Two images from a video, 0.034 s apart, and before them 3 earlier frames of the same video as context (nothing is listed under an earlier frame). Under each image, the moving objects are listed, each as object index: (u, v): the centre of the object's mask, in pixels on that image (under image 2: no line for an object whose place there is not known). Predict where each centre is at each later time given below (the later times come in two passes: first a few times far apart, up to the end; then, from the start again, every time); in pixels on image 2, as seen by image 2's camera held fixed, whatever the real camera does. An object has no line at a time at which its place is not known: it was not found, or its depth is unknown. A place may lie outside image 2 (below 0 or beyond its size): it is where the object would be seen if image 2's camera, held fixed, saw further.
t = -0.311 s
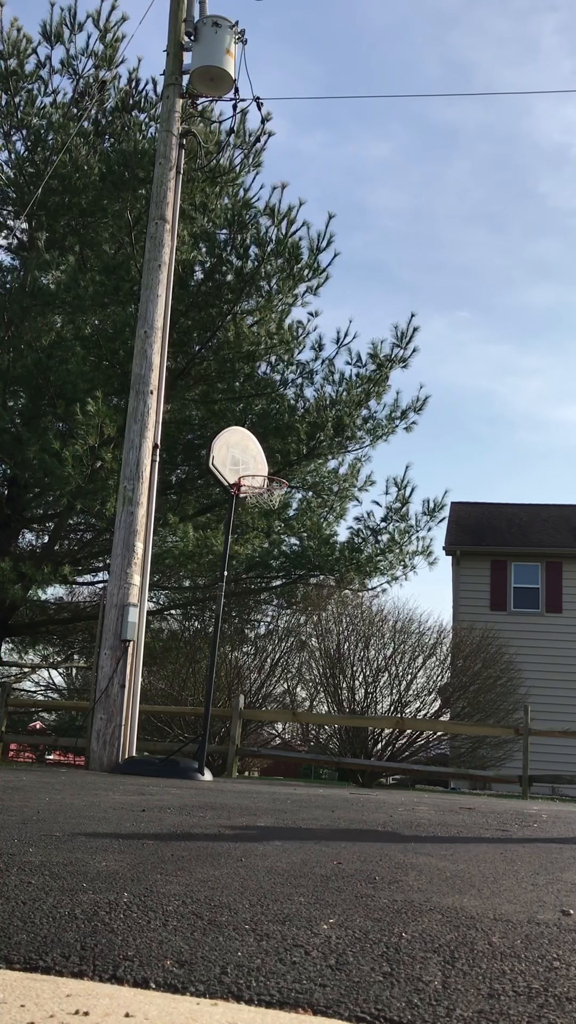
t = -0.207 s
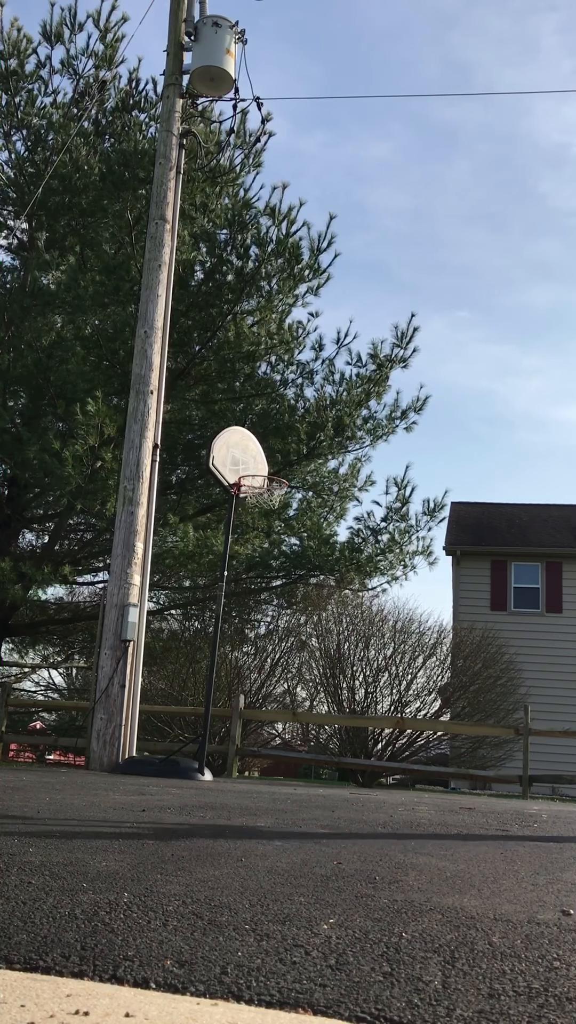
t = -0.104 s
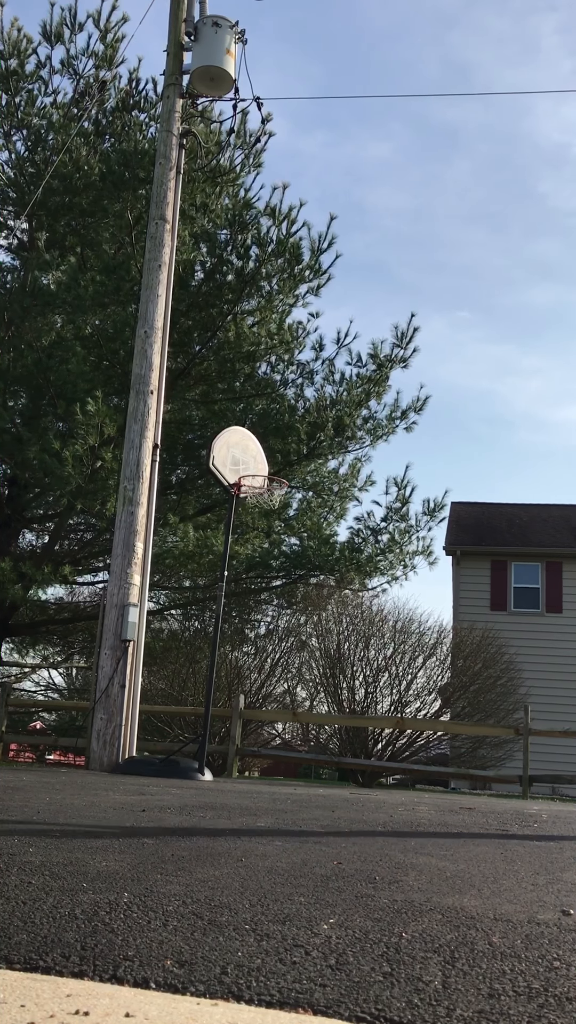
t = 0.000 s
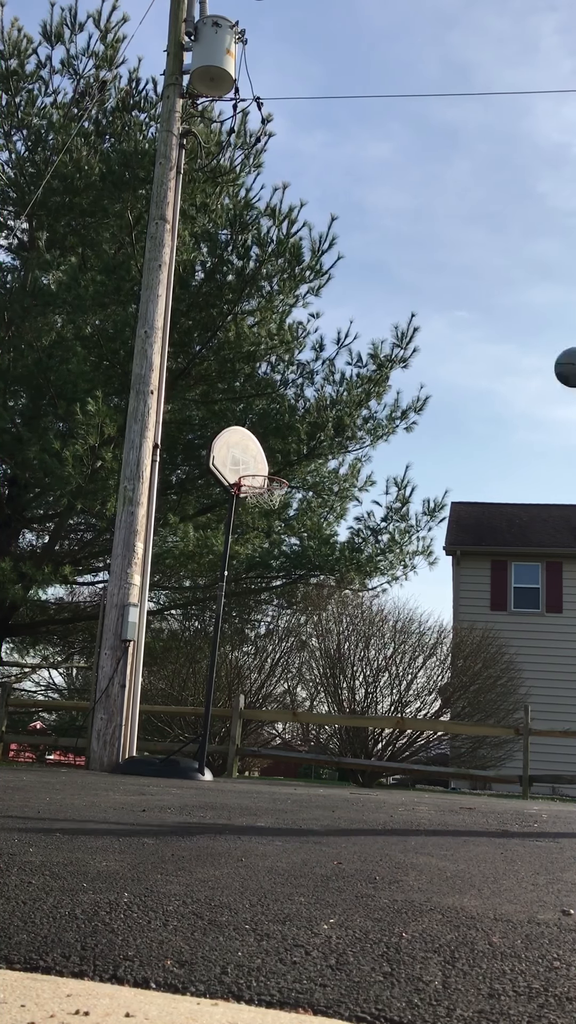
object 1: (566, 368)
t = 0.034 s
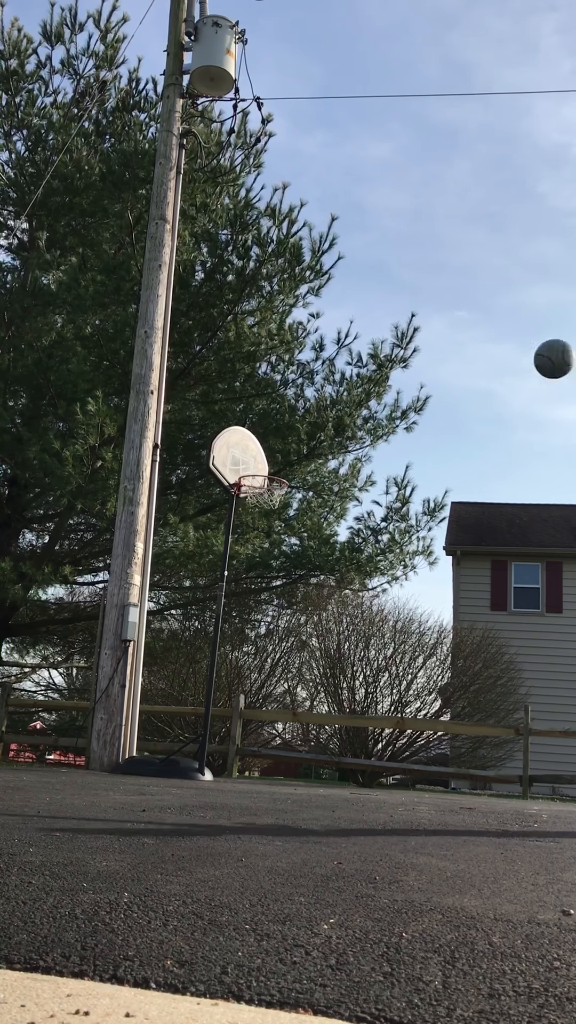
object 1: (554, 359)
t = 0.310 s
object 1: (416, 354)
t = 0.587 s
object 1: (311, 431)
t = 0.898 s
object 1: (268, 568)
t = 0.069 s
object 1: (534, 352)
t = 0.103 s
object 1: (515, 348)
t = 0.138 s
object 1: (497, 345)
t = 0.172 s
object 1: (479, 344)
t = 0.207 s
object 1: (462, 344)
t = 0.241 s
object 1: (446, 346)
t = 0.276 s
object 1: (431, 349)
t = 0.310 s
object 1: (416, 354)
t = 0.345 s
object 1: (401, 359)
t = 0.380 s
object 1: (388, 367)
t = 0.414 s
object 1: (374, 374)
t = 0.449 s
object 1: (361, 384)
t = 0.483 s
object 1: (348, 394)
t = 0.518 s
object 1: (335, 406)
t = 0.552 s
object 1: (323, 418)
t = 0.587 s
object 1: (311, 431)
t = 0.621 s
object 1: (298, 446)
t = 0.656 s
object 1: (287, 460)
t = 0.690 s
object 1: (277, 470)
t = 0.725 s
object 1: (271, 483)
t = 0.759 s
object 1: (276, 503)
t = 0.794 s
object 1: (268, 519)
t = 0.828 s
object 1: (268, 533)
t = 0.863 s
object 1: (268, 550)
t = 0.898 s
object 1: (268, 568)
